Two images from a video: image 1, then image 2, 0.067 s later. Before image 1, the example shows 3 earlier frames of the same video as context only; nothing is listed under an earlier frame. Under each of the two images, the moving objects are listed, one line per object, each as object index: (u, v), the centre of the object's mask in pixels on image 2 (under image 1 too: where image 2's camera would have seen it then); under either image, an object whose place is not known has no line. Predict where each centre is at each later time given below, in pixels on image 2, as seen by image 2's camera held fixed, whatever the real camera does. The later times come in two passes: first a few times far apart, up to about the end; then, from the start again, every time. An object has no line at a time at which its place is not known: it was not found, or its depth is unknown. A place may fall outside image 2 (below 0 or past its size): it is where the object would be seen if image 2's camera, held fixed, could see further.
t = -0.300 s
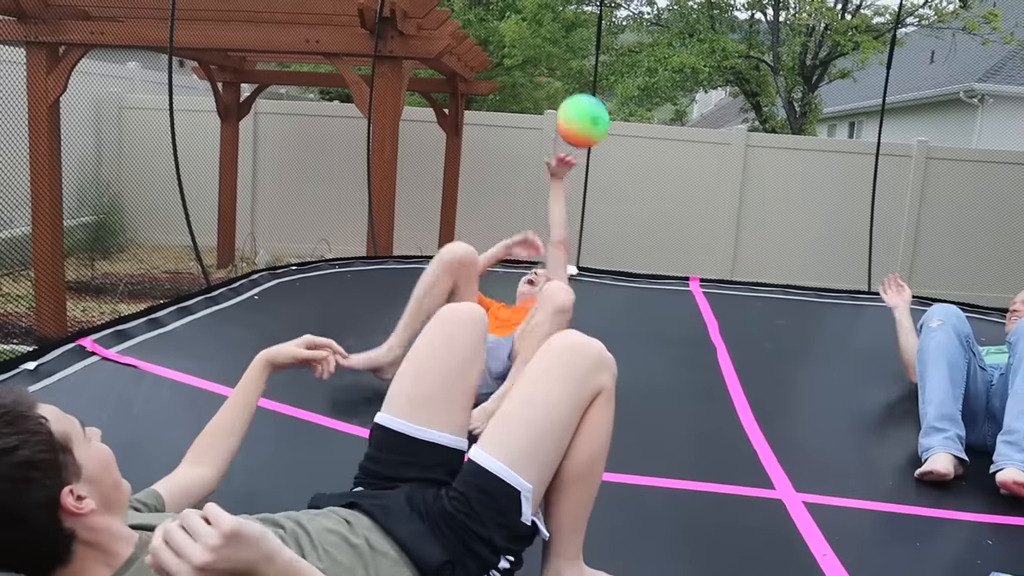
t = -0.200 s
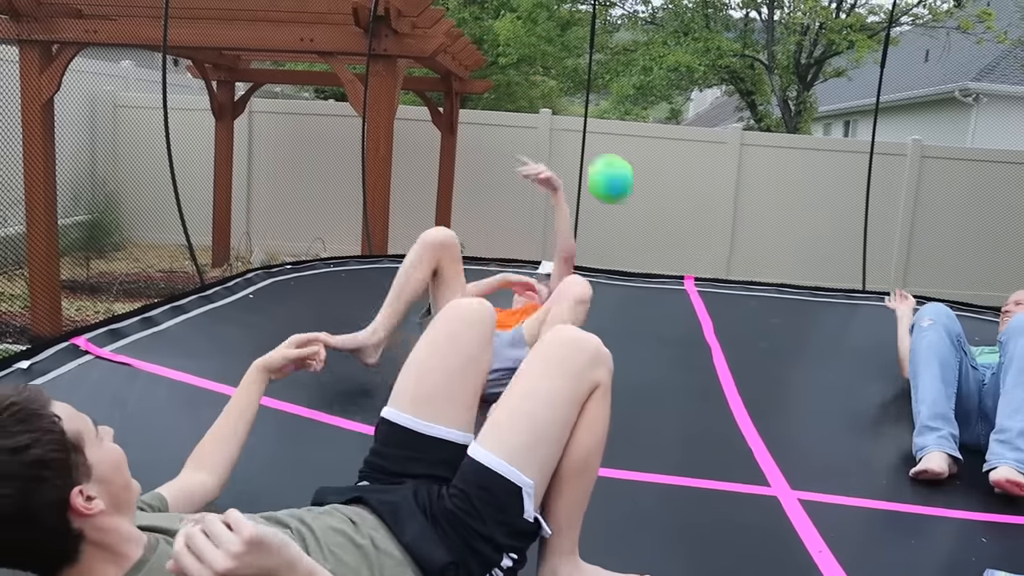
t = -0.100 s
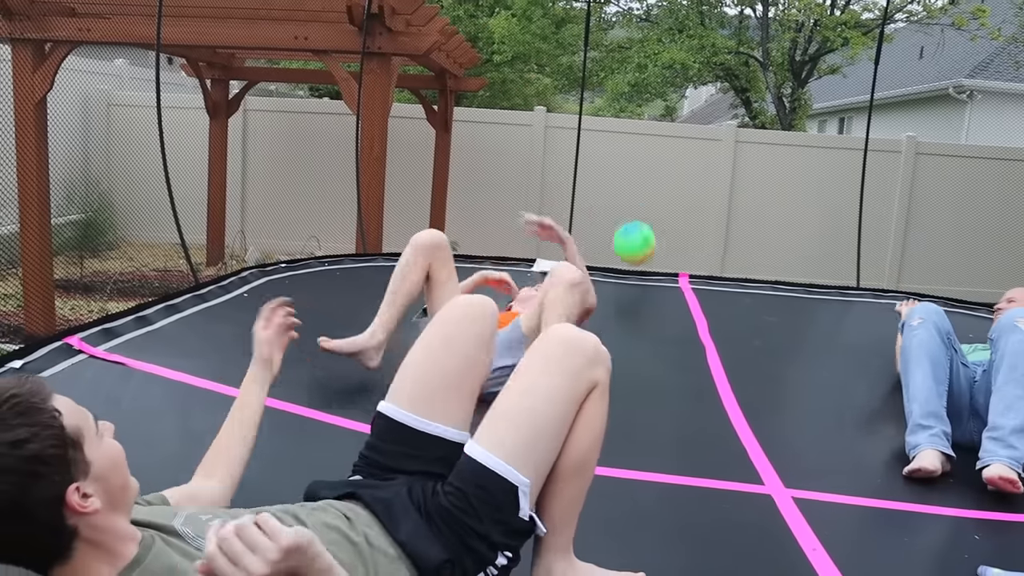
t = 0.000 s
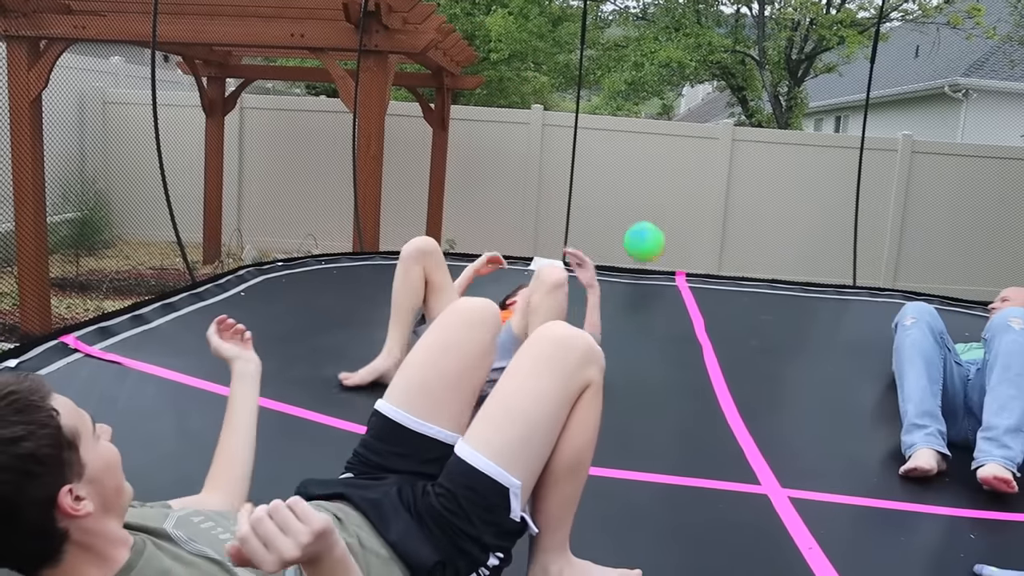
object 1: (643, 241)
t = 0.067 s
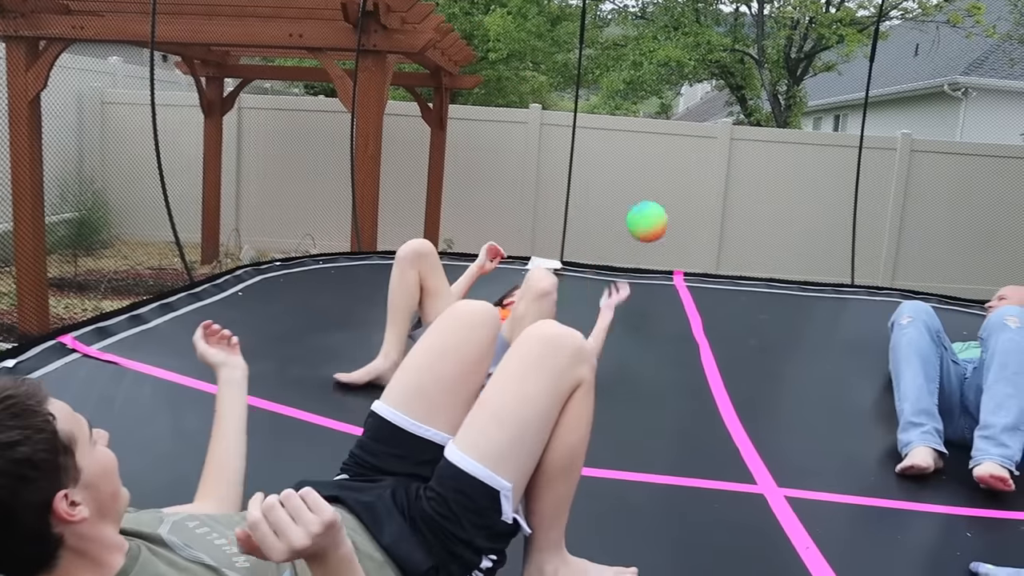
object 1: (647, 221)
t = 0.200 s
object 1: (652, 207)
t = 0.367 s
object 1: (654, 238)
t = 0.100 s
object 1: (648, 215)
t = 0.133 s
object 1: (649, 210)
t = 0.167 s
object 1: (651, 208)
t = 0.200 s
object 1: (652, 207)
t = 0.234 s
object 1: (653, 209)
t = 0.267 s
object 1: (654, 213)
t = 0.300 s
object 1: (655, 219)
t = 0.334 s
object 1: (655, 228)
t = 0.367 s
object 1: (654, 238)
